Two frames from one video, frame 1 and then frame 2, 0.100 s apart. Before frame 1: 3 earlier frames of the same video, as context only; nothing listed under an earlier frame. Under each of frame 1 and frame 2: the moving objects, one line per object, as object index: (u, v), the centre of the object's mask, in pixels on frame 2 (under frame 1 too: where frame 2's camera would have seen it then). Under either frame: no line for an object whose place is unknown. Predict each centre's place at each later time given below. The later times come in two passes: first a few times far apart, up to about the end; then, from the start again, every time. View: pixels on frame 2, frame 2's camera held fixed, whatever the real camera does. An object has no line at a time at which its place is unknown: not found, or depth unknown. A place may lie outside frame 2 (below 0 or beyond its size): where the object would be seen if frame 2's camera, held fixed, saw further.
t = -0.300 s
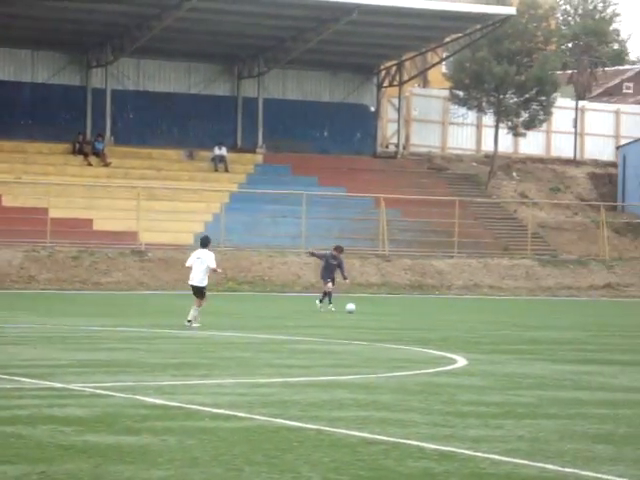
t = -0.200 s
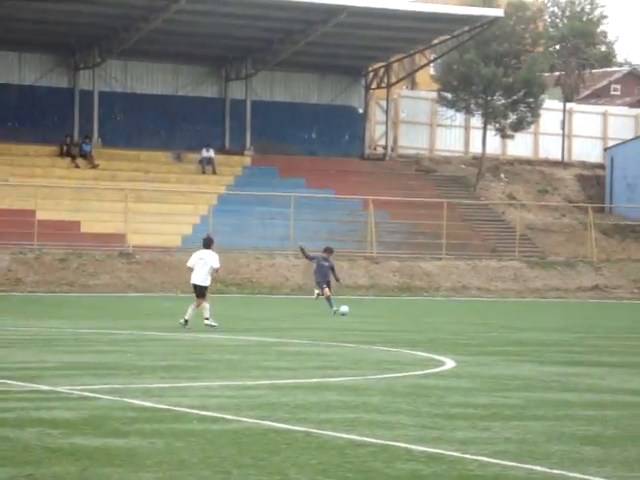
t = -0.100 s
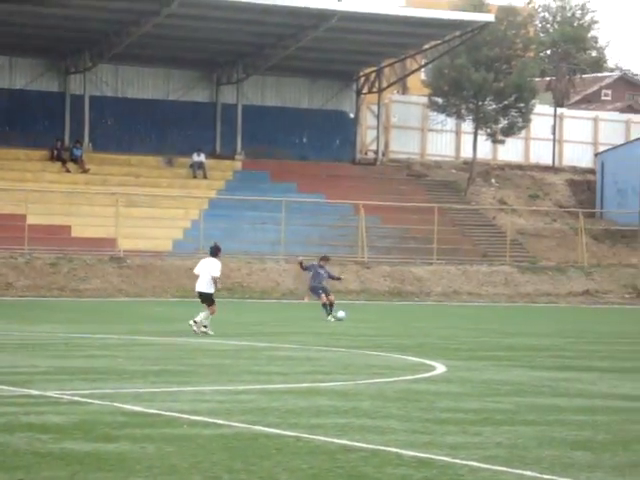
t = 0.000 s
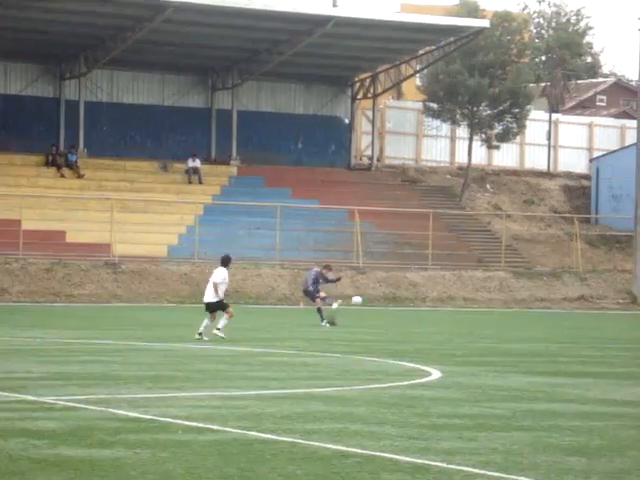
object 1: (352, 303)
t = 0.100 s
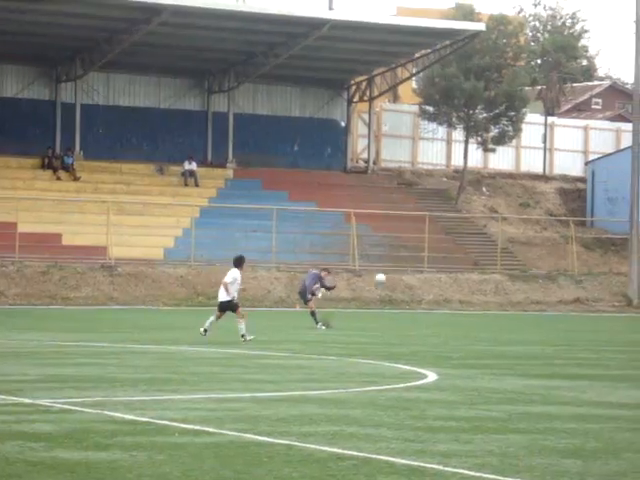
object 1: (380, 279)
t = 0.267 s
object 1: (427, 249)
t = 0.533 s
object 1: (500, 234)
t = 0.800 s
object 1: (571, 268)
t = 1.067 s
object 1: (643, 365)
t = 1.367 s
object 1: (709, 314)
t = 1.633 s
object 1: (773, 316)
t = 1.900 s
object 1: (846, 388)
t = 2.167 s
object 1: (943, 379)
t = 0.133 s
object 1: (389, 271)
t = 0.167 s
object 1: (398, 264)
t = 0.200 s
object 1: (408, 259)
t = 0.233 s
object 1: (417, 253)
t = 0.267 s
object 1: (427, 249)
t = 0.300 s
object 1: (435, 244)
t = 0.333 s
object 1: (444, 241)
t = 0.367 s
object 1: (453, 238)
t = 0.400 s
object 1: (462, 235)
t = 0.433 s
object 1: (472, 234)
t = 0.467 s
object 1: (481, 233)
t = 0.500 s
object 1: (490, 233)
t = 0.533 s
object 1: (500, 234)
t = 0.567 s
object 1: (509, 236)
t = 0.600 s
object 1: (518, 238)
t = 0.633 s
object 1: (527, 241)
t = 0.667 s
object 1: (536, 245)
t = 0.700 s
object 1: (545, 249)
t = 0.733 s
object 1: (554, 255)
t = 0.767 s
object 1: (563, 261)
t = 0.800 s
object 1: (571, 268)
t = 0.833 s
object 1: (580, 277)
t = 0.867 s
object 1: (589, 287)
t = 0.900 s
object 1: (597, 296)
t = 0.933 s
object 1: (607, 308)
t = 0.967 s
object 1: (616, 320)
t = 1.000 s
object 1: (625, 333)
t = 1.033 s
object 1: (634, 348)
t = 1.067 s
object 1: (643, 365)
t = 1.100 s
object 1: (651, 374)
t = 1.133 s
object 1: (658, 364)
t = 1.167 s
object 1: (664, 354)
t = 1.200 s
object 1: (671, 345)
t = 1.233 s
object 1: (678, 337)
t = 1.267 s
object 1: (686, 330)
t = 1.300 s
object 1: (693, 324)
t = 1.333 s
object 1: (701, 319)
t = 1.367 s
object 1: (709, 314)
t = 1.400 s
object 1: (716, 311)
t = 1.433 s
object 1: (724, 309)
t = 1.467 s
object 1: (732, 308)
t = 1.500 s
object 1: (740, 307)
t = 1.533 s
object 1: (748, 308)
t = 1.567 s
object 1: (756, 310)
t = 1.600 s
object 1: (765, 312)
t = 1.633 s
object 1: (773, 316)
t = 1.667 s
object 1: (782, 321)
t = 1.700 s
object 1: (791, 327)
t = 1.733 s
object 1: (800, 334)
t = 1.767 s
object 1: (809, 343)
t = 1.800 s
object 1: (818, 352)
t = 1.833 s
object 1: (827, 363)
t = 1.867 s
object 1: (837, 375)
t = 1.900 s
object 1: (846, 388)
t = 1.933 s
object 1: (856, 403)
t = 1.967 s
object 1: (865, 419)
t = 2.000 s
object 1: (878, 413)
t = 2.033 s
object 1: (890, 404)
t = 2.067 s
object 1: (903, 396)
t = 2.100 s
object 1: (917, 390)
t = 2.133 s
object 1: (930, 384)
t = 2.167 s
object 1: (943, 379)
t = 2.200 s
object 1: (957, 376)
